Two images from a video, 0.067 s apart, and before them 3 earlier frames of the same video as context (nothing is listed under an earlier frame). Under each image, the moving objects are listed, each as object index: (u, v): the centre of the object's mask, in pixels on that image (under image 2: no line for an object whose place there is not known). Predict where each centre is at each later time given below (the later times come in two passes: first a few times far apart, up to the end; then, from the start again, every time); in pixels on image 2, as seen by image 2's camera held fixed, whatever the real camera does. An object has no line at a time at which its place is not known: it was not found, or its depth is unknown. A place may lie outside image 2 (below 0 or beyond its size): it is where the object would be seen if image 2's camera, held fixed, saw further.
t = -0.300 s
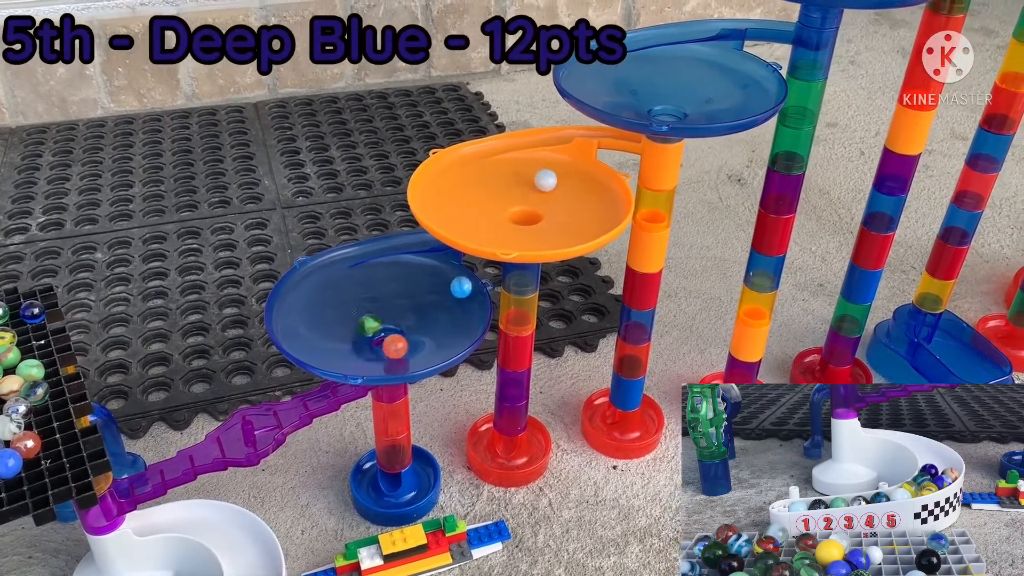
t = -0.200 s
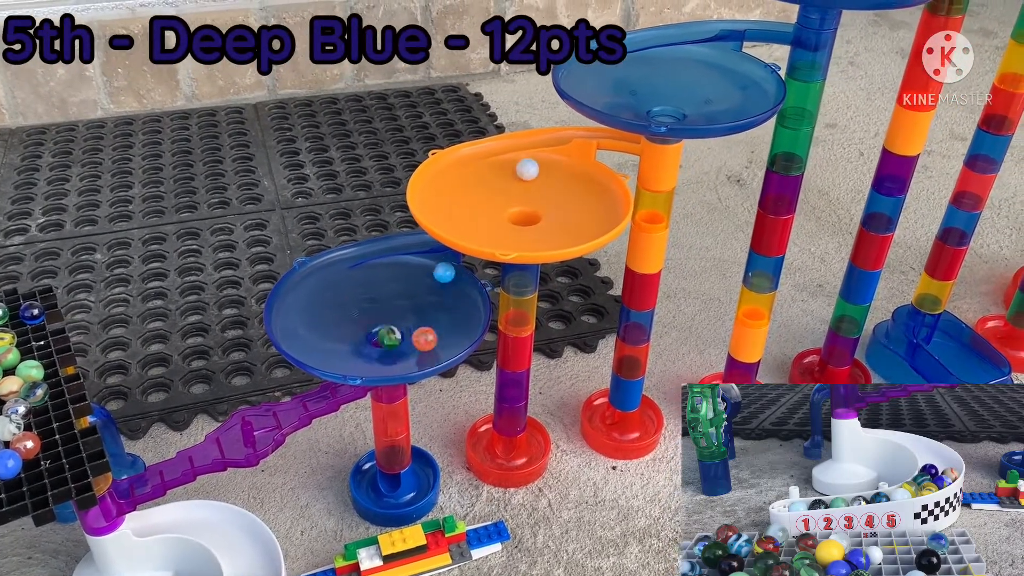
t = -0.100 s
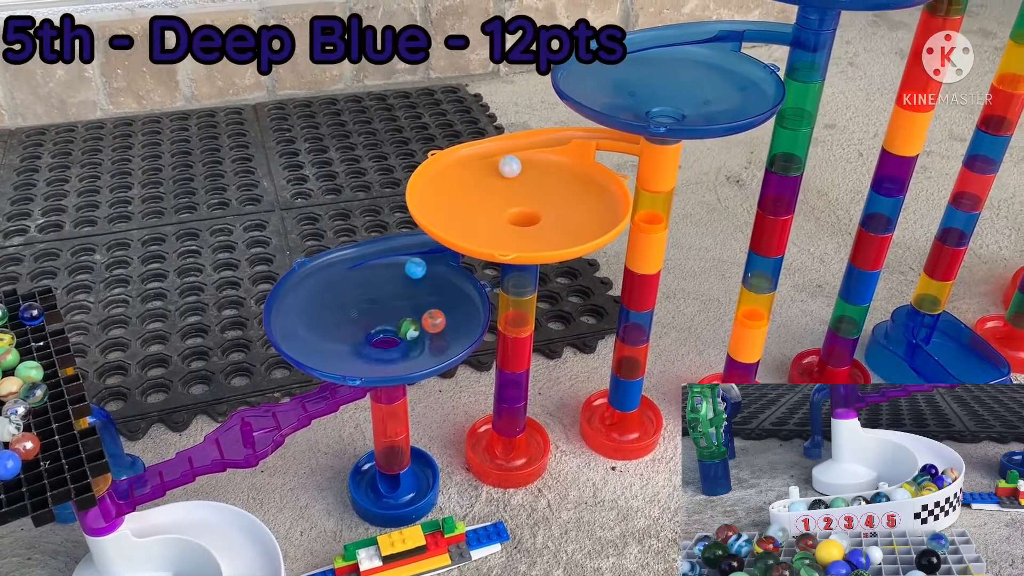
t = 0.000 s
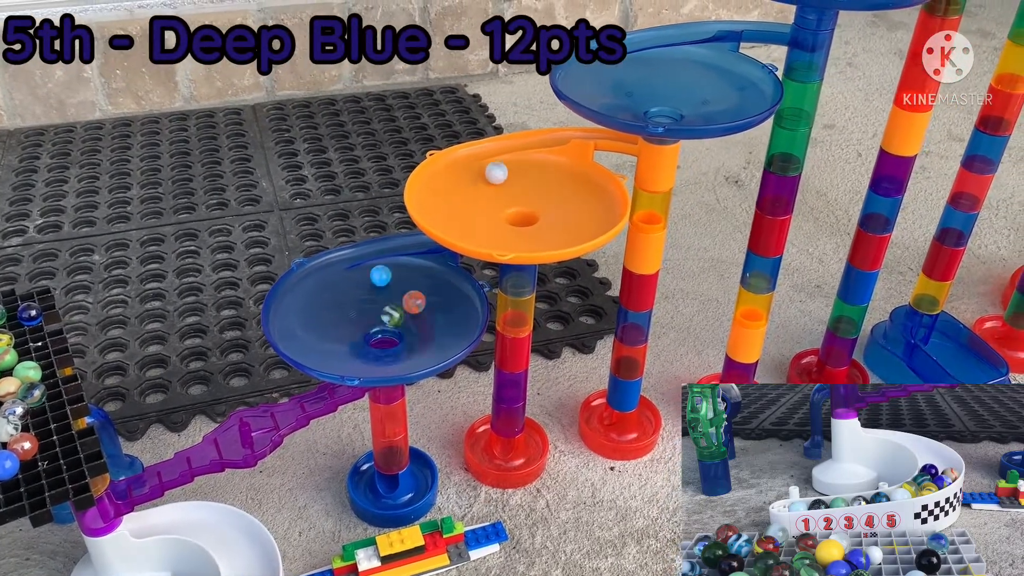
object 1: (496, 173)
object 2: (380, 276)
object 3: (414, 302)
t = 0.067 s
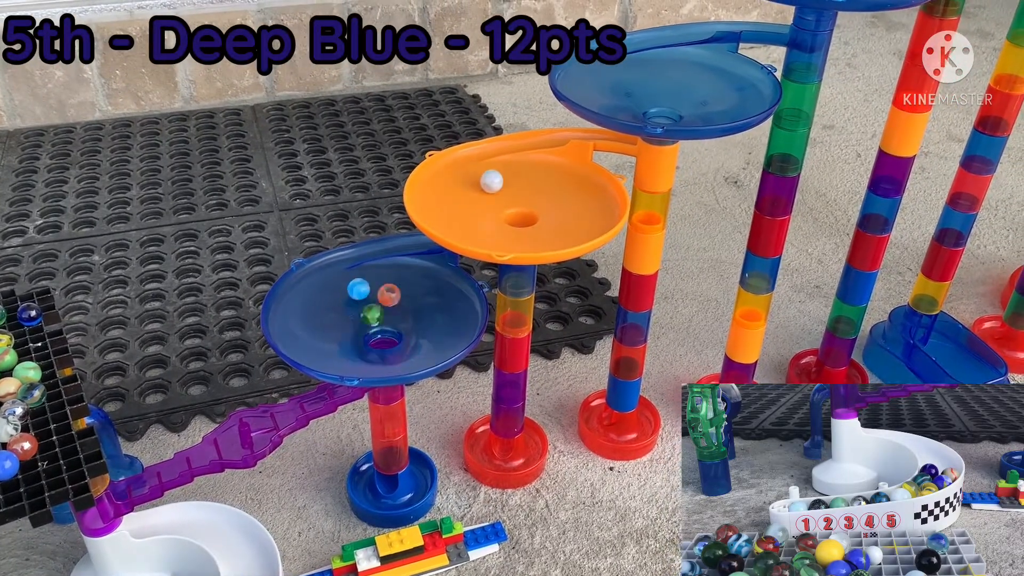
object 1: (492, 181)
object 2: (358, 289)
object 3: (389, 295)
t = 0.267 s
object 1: (515, 217)
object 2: (358, 346)
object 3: (338, 314)
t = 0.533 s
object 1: (574, 219)
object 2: (443, 329)
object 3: (424, 323)
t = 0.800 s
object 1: (540, 194)
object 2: (407, 289)
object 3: (383, 292)
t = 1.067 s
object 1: (475, 189)
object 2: (339, 329)
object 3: (358, 343)
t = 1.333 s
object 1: (518, 215)
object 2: (427, 325)
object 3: (423, 307)
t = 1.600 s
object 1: (559, 182)
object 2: (386, 288)
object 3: (358, 296)
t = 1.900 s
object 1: (527, 183)
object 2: (386, 344)
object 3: (419, 336)
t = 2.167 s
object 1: (503, 219)
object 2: (415, 310)
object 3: (402, 296)
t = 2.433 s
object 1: (537, 221)
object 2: (360, 337)
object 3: (337, 325)
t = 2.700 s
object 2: (406, 305)
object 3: (426, 319)
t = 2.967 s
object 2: (365, 332)
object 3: (381, 295)
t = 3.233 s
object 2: (413, 320)
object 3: (388, 345)
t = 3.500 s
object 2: (354, 329)
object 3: (405, 304)
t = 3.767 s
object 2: (411, 310)
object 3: (351, 326)
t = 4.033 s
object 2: (367, 336)
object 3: (426, 314)
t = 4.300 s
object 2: (397, 315)
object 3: (358, 318)
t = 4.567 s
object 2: (377, 337)
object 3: (409, 332)
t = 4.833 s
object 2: (390, 314)
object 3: (367, 302)
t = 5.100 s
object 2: (378, 341)
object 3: (396, 338)
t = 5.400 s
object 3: (384, 302)
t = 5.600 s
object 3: (371, 340)
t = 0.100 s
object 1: (491, 187)
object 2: (350, 298)
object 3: (376, 294)
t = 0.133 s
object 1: (492, 193)
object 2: (343, 309)
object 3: (364, 295)
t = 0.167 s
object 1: (495, 200)
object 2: (341, 320)
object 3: (353, 297)
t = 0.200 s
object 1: (500, 206)
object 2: (342, 330)
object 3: (345, 301)
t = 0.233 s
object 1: (507, 213)
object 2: (348, 339)
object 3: (340, 307)
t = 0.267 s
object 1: (515, 217)
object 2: (358, 346)
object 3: (338, 314)
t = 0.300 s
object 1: (525, 220)
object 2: (370, 350)
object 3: (341, 322)
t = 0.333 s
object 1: (534, 223)
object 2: (383, 353)
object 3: (347, 330)
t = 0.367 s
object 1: (543, 224)
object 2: (396, 353)
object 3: (358, 337)
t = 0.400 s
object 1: (551, 224)
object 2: (409, 351)
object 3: (372, 341)
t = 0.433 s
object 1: (559, 224)
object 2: (421, 347)
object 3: (389, 341)
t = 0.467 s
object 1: (565, 223)
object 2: (430, 342)
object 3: (405, 337)
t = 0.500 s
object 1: (570, 222)
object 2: (438, 335)
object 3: (417, 331)
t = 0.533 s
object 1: (574, 219)
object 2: (443, 329)
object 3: (424, 323)
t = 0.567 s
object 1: (575, 216)
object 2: (447, 322)
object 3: (429, 315)
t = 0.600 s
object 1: (575, 214)
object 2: (449, 315)
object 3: (429, 308)
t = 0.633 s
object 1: (573, 211)
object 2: (448, 309)
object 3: (427, 302)
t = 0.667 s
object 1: (570, 207)
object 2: (444, 303)
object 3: (421, 296)
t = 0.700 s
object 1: (565, 204)
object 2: (438, 298)
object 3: (414, 292)
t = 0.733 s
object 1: (558, 201)
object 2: (430, 294)
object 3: (404, 291)
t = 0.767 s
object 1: (550, 198)
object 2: (419, 291)
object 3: (394, 290)
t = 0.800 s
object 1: (540, 194)
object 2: (407, 289)
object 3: (383, 292)
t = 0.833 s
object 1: (530, 192)
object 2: (394, 289)
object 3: (372, 296)
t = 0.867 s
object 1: (519, 190)
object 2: (381, 290)
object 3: (362, 301)
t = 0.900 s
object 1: (509, 188)
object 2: (368, 294)
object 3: (354, 309)
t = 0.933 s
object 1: (500, 187)
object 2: (356, 298)
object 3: (347, 317)
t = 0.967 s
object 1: (492, 187)
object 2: (346, 304)
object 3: (344, 325)
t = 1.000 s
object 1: (484, 187)
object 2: (340, 312)
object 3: (345, 333)
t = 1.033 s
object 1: (478, 188)
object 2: (337, 320)
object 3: (350, 339)
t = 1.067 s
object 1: (475, 189)
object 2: (339, 329)
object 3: (358, 343)
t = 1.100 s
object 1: (473, 191)
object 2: (345, 336)
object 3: (369, 346)
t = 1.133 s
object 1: (474, 194)
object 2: (355, 341)
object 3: (382, 347)
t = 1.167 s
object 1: (475, 198)
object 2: (367, 345)
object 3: (394, 345)
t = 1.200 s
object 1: (480, 201)
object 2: (382, 346)
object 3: (406, 340)
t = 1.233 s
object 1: (486, 205)
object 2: (396, 344)
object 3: (416, 334)
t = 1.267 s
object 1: (494, 209)
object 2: (409, 340)
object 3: (423, 325)
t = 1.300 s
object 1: (505, 212)
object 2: (420, 333)
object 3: (425, 315)
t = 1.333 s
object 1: (518, 215)
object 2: (427, 325)
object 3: (423, 307)
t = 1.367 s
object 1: (530, 214)
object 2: (431, 317)
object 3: (419, 301)
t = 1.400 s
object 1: (540, 208)
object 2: (431, 309)
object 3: (412, 295)
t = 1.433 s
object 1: (547, 203)
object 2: (428, 302)
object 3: (404, 290)
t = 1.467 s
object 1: (552, 198)
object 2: (422, 296)
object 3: (395, 287)
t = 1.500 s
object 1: (555, 192)
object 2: (415, 291)
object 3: (385, 286)
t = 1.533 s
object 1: (558, 188)
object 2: (406, 288)
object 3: (375, 288)
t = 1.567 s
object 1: (559, 185)
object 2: (396, 287)
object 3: (366, 291)
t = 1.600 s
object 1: (559, 182)
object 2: (386, 288)
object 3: (358, 296)
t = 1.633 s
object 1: (558, 180)
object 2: (375, 291)
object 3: (352, 303)
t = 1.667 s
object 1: (557, 178)
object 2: (366, 296)
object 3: (349, 312)
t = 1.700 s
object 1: (554, 177)
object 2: (358, 302)
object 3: (350, 322)
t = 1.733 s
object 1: (552, 176)
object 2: (352, 311)
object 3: (356, 332)
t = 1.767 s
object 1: (548, 176)
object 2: (351, 321)
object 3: (366, 339)
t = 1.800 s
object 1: (543, 177)
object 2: (354, 331)
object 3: (379, 342)
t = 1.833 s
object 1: (539, 178)
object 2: (361, 339)
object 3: (394, 342)
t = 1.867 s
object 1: (534, 180)
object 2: (373, 343)
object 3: (407, 340)
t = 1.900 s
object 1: (527, 183)
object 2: (386, 344)
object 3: (419, 336)
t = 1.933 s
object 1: (522, 186)
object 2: (399, 343)
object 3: (427, 331)
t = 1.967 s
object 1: (515, 190)
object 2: (410, 340)
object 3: (433, 326)
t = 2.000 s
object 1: (510, 195)
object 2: (419, 335)
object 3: (435, 320)
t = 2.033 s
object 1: (505, 200)
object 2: (426, 330)
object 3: (435, 313)
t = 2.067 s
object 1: (502, 205)
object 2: (428, 324)
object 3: (431, 307)
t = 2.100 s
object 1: (501, 211)
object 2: (427, 319)
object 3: (423, 302)
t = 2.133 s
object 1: (501, 215)
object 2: (423, 314)
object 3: (414, 298)
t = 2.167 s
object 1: (503, 219)
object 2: (415, 310)
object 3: (402, 296)
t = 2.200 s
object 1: (506, 222)
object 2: (405, 308)
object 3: (389, 295)
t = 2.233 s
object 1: (510, 224)
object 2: (393, 308)
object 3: (376, 295)
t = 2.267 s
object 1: (514, 226)
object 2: (380, 310)
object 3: (363, 297)
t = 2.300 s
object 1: (519, 226)
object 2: (368, 314)
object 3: (351, 300)
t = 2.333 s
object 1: (524, 226)
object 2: (360, 320)
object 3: (342, 305)
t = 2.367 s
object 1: (529, 225)
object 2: (355, 326)
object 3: (337, 311)
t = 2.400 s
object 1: (533, 224)
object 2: (355, 332)
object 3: (335, 318)
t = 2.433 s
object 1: (537, 221)
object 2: (360, 337)
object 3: (337, 325)
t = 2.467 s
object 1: (540, 218)
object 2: (369, 341)
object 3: (344, 332)
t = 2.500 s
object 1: (542, 214)
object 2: (379, 341)
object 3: (354, 338)
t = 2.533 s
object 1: (543, 210)
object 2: (391, 340)
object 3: (368, 342)
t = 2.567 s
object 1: (542, 204)
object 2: (403, 335)
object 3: (383, 343)
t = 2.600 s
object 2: (410, 326)
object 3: (398, 340)
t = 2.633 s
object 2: (412, 317)
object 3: (411, 334)
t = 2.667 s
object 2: (410, 311)
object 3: (421, 327)
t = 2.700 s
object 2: (406, 305)
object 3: (426, 319)
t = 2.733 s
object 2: (399, 301)
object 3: (429, 311)
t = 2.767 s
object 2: (391, 298)
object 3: (428, 304)
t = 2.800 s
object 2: (383, 299)
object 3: (424, 299)
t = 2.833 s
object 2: (375, 301)
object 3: (418, 294)
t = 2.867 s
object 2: (368, 306)
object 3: (410, 292)
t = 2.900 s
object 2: (363, 314)
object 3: (401, 291)
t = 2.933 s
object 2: (361, 323)
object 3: (391, 292)
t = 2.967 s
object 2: (365, 332)
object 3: (381, 295)
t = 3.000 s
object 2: (373, 338)
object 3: (371, 301)
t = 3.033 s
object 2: (384, 341)
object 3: (362, 308)
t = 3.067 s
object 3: (356, 318)
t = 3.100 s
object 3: (355, 327)
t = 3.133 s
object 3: (358, 335)
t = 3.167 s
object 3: (366, 341)
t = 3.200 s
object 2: (416, 325)
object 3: (376, 344)
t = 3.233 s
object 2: (413, 320)
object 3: (388, 345)
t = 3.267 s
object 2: (407, 315)
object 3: (399, 343)
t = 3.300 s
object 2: (397, 312)
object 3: (408, 340)
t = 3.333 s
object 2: (385, 310)
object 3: (416, 334)
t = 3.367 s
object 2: (372, 311)
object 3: (420, 329)
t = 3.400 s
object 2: (362, 313)
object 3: (421, 322)
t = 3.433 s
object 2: (355, 318)
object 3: (419, 315)
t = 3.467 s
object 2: (352, 323)
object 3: (413, 309)
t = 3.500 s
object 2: (354, 329)
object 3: (405, 304)
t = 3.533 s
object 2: (360, 335)
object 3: (394, 300)
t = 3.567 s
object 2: (371, 338)
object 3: (383, 298)
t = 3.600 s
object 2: (385, 339)
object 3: (371, 298)
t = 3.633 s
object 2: (397, 336)
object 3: (362, 300)
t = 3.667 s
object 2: (407, 330)
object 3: (354, 305)
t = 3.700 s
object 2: (412, 322)
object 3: (350, 311)
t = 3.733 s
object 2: (414, 315)
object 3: (349, 318)
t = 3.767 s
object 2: (411, 310)
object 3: (351, 326)
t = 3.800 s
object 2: (407, 306)
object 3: (359, 334)
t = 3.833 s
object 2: (400, 304)
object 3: (371, 339)
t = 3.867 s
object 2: (392, 305)
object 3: (386, 340)
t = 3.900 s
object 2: (382, 308)
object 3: (400, 337)
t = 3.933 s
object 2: (374, 314)
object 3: (412, 332)
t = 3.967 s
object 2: (367, 322)
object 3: (420, 326)
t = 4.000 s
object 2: (364, 330)
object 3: (424, 320)
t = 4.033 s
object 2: (367, 336)
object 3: (426, 314)
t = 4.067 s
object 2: (373, 340)
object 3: (424, 309)
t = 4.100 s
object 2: (382, 341)
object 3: (418, 305)
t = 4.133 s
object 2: (390, 341)
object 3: (411, 302)
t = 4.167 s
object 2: (398, 338)
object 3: (401, 302)
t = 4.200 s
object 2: (404, 334)
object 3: (389, 302)
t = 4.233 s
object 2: (406, 328)
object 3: (377, 306)
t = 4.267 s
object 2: (404, 321)
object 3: (366, 311)
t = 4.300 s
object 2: (397, 315)
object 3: (358, 318)
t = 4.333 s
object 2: (388, 311)
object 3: (353, 326)
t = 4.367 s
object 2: (378, 309)
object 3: (354, 332)
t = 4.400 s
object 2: (370, 310)
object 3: (360, 338)
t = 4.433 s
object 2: (363, 313)
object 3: (369, 342)
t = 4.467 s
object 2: (360, 319)
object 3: (379, 343)
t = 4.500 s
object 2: (361, 326)
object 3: (390, 342)
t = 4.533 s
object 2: (367, 333)
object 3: (401, 337)
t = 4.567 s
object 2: (377, 337)
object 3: (409, 332)
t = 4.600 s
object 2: (390, 337)
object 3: (413, 325)
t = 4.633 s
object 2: (401, 333)
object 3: (413, 316)
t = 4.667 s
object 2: (409, 327)
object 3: (409, 308)
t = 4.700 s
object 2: (412, 322)
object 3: (402, 303)
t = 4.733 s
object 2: (411, 317)
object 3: (394, 300)
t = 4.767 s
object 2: (407, 314)
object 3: (385, 299)
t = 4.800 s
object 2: (400, 313)
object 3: (376, 299)
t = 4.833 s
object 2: (390, 314)
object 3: (367, 302)
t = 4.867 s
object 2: (382, 318)
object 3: (360, 307)
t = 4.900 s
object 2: (377, 328)
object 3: (353, 313)
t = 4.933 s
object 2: (383, 341)
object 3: (351, 319)
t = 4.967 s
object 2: (384, 337)
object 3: (352, 327)
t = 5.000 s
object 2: (381, 340)
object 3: (358, 334)
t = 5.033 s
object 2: (388, 339)
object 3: (368, 339)
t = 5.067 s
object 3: (381, 341)
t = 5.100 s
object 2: (378, 341)
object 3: (396, 338)
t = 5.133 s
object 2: (383, 345)
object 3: (407, 334)
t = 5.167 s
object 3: (415, 328)
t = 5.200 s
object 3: (419, 321)
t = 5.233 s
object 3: (420, 314)
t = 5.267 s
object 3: (417, 308)
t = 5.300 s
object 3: (411, 304)
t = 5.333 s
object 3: (404, 301)
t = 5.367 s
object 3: (394, 301)
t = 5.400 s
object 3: (384, 302)
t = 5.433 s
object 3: (374, 306)
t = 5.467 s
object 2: (344, 389)
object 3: (365, 313)
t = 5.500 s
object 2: (334, 390)
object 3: (359, 321)
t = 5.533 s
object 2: (323, 391)
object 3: (358, 329)
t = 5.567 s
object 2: (313, 398)
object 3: (363, 336)
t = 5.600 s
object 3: (371, 340)
